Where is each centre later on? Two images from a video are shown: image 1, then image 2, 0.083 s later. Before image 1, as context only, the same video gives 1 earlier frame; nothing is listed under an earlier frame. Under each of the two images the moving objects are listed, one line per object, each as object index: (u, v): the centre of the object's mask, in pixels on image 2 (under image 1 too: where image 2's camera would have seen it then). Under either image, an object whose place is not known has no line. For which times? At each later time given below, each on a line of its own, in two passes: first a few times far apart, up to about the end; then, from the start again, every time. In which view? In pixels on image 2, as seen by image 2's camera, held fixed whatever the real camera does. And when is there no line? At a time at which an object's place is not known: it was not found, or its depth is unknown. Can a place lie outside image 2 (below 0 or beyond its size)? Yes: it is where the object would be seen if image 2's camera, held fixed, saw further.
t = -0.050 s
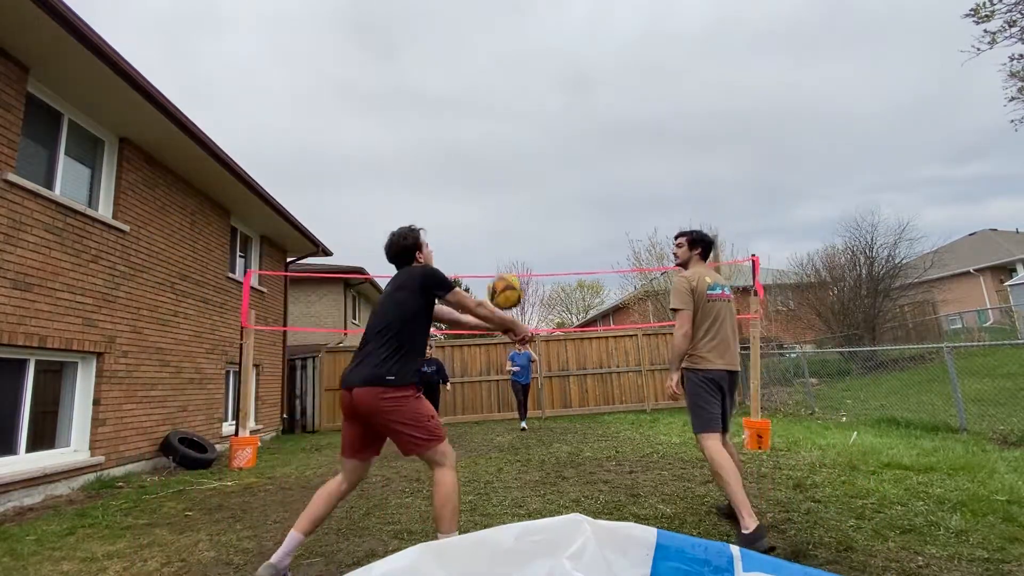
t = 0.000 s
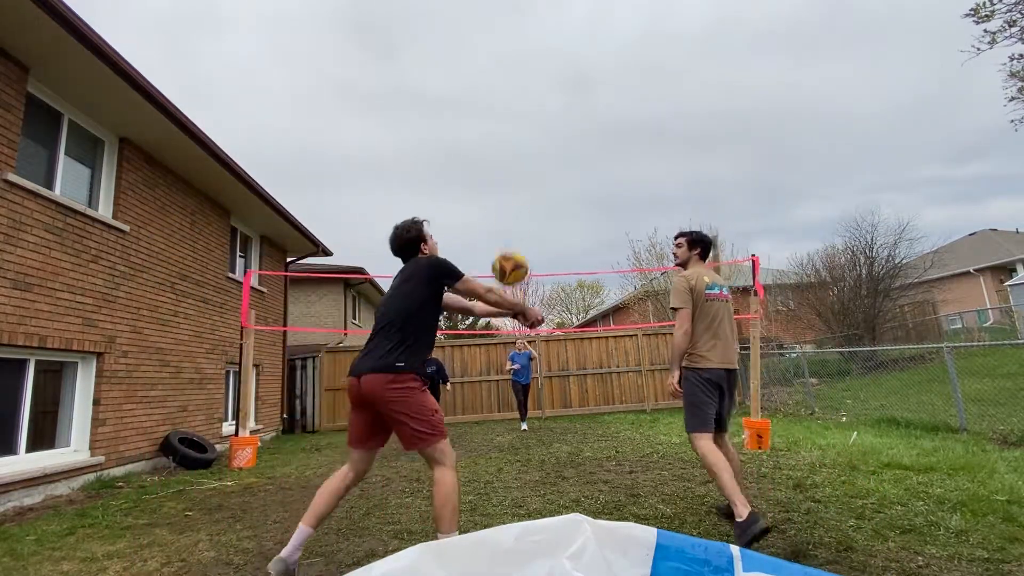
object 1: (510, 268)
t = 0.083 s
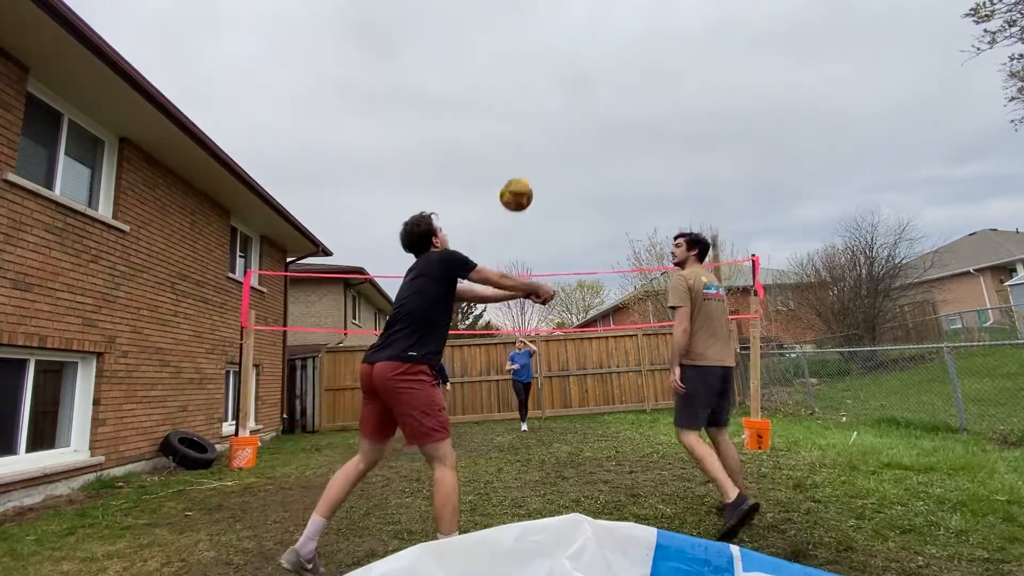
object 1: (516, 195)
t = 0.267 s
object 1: (529, 96)
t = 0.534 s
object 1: (548, 51)
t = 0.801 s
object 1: (568, 82)
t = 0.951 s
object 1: (581, 125)
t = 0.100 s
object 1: (517, 183)
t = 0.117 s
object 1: (519, 171)
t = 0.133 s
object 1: (520, 161)
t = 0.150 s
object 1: (521, 151)
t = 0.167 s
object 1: (522, 141)
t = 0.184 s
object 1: (524, 132)
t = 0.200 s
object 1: (525, 124)
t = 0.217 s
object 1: (526, 116)
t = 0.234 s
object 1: (527, 109)
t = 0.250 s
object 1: (528, 102)
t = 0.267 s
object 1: (529, 96)
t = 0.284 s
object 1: (531, 90)
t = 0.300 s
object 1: (532, 85)
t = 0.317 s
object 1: (533, 80)
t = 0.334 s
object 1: (534, 76)
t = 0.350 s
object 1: (535, 71)
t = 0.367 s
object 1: (536, 68)
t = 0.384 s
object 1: (537, 65)
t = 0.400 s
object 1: (539, 62)
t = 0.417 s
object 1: (540, 59)
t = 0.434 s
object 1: (541, 57)
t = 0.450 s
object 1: (542, 55)
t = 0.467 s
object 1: (543, 54)
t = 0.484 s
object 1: (544, 53)
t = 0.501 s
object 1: (545, 52)
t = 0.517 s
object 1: (547, 51)
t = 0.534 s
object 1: (548, 51)
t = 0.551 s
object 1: (549, 51)
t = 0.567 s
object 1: (550, 51)
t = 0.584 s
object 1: (551, 52)
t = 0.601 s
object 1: (553, 52)
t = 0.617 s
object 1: (554, 53)
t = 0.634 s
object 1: (555, 55)
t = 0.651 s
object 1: (557, 56)
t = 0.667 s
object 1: (558, 58)
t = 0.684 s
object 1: (559, 60)
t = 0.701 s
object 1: (560, 63)
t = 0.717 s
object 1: (561, 65)
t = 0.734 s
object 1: (563, 68)
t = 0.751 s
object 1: (564, 71)
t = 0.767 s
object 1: (566, 74)
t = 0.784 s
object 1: (567, 78)
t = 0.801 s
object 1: (568, 82)
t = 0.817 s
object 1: (570, 85)
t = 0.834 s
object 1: (571, 90)
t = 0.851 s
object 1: (572, 94)
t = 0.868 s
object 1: (574, 99)
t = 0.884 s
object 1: (575, 103)
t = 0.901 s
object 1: (576, 109)
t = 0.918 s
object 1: (578, 114)
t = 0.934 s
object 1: (579, 119)
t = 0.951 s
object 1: (581, 125)
